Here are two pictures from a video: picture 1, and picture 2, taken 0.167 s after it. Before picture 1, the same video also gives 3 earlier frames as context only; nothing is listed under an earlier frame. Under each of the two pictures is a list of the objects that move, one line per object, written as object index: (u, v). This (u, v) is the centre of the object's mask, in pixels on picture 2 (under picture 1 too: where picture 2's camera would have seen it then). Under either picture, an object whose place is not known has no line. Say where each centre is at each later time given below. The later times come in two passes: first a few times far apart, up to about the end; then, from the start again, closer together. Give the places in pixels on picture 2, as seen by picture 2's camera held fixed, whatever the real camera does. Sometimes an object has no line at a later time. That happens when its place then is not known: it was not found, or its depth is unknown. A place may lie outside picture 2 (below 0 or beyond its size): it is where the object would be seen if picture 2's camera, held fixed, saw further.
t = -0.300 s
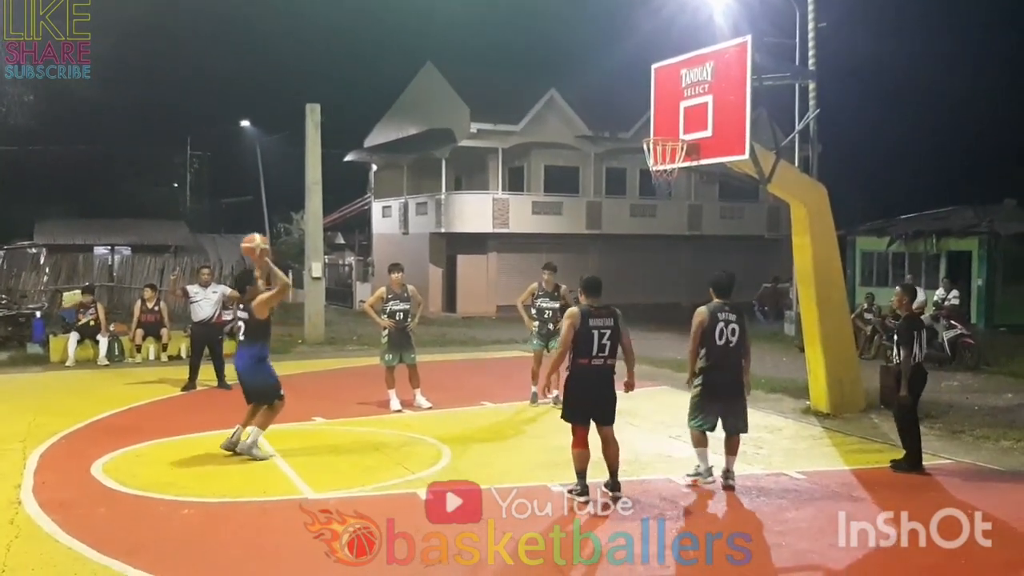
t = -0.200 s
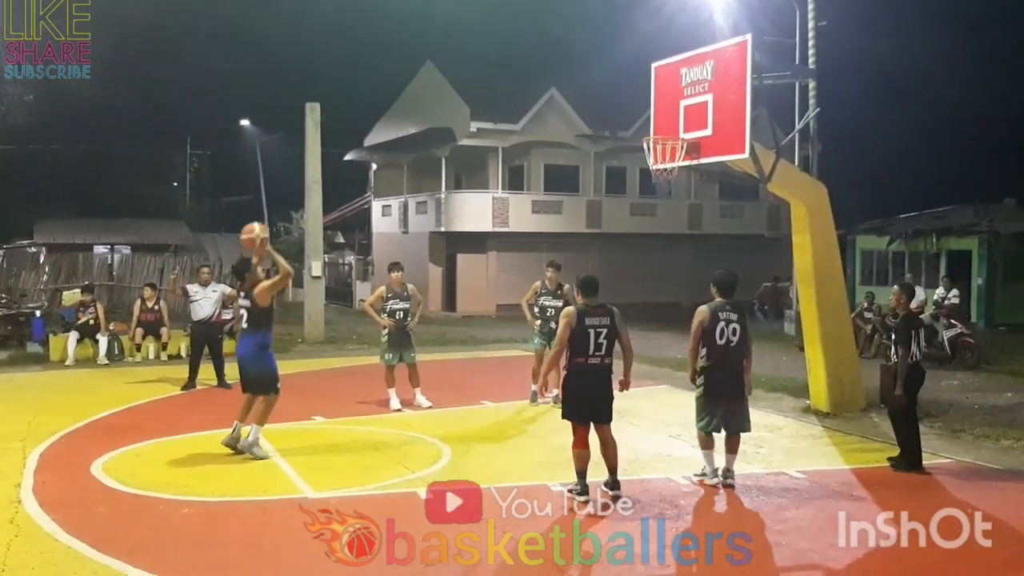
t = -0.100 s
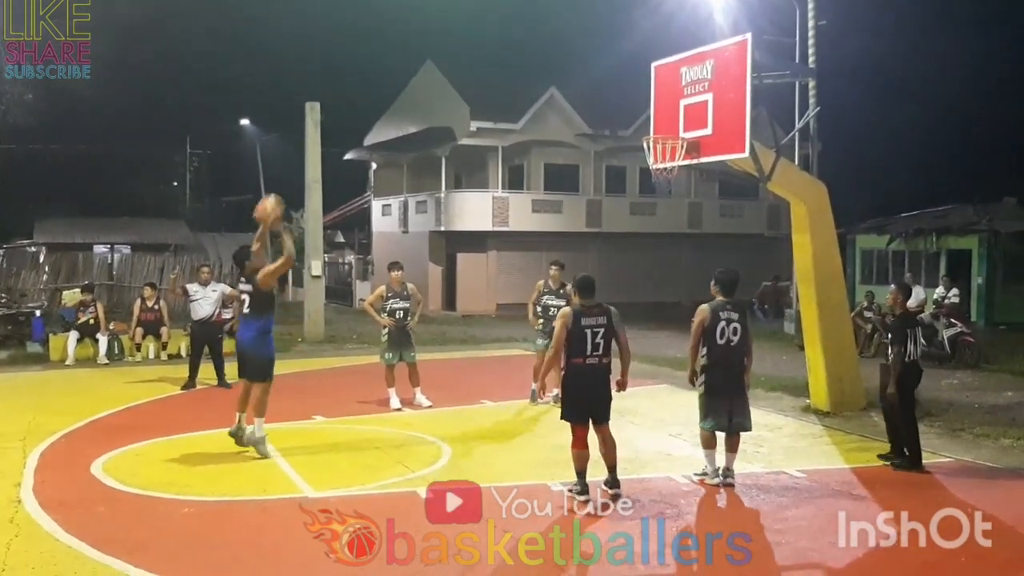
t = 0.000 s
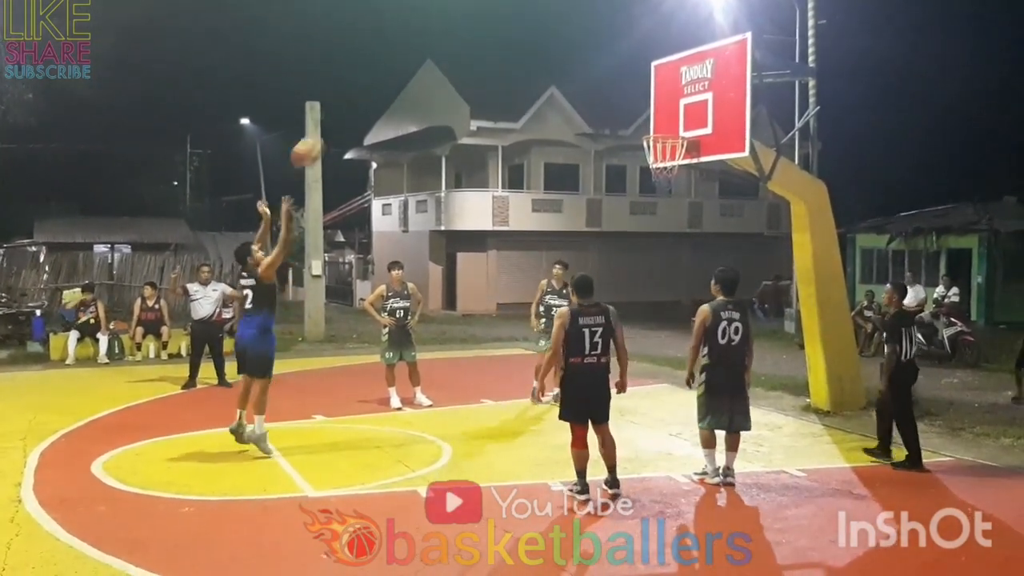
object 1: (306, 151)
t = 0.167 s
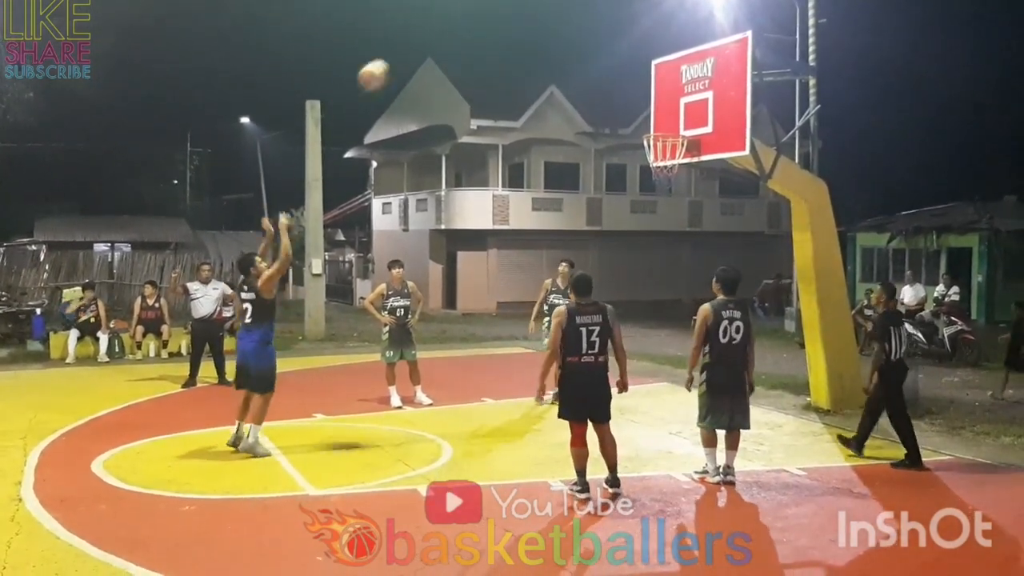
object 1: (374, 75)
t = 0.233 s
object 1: (399, 54)
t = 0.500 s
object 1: (496, 14)
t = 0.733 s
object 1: (574, 38)
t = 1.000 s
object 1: (653, 121)
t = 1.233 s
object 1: (687, 176)
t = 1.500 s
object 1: (688, 259)
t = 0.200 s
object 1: (386, 65)
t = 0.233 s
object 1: (399, 54)
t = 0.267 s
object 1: (411, 45)
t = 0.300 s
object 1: (424, 37)
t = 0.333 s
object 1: (436, 31)
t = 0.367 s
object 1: (448, 25)
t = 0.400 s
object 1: (461, 21)
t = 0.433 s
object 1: (473, 18)
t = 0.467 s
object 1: (484, 15)
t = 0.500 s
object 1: (496, 14)
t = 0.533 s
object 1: (507, 14)
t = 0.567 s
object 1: (519, 16)
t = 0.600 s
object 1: (530, 17)
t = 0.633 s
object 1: (541, 21)
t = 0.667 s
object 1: (552, 26)
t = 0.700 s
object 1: (563, 31)
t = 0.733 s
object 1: (574, 38)
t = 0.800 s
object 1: (595, 54)
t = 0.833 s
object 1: (605, 63)
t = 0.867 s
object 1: (616, 73)
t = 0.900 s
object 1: (625, 84)
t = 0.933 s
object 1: (636, 96)
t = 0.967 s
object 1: (643, 107)
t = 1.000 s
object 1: (653, 121)
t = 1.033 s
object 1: (663, 133)
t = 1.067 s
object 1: (672, 147)
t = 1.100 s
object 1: (681, 160)
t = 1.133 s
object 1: (683, 161)
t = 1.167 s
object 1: (685, 167)
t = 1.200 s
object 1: (686, 172)
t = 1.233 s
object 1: (687, 176)
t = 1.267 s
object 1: (688, 183)
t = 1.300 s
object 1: (688, 191)
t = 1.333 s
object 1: (686, 199)
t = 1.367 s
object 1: (687, 210)
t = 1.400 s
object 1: (687, 222)
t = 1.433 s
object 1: (687, 234)
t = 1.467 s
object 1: (688, 247)
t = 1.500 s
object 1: (688, 259)
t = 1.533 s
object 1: (688, 275)
